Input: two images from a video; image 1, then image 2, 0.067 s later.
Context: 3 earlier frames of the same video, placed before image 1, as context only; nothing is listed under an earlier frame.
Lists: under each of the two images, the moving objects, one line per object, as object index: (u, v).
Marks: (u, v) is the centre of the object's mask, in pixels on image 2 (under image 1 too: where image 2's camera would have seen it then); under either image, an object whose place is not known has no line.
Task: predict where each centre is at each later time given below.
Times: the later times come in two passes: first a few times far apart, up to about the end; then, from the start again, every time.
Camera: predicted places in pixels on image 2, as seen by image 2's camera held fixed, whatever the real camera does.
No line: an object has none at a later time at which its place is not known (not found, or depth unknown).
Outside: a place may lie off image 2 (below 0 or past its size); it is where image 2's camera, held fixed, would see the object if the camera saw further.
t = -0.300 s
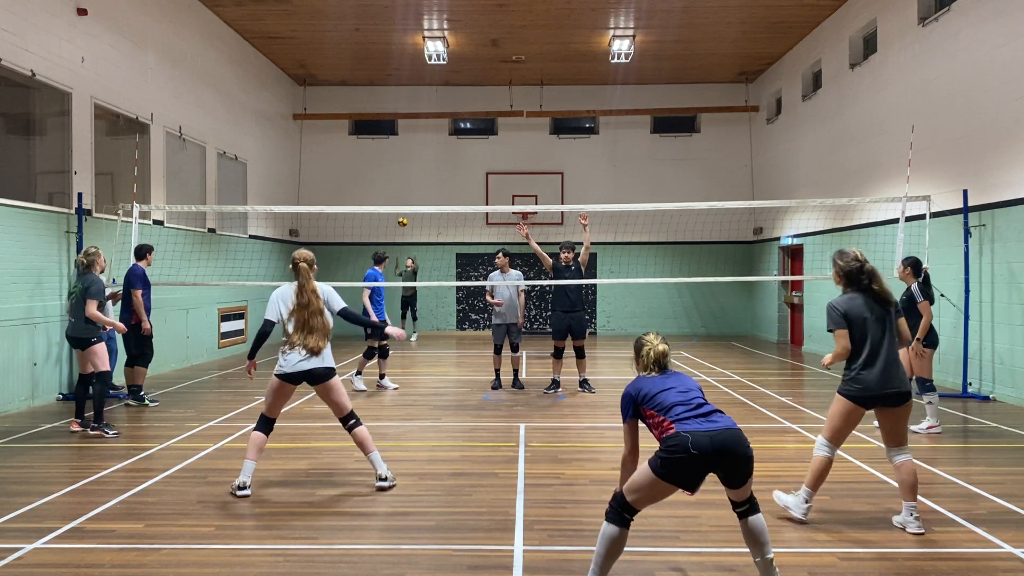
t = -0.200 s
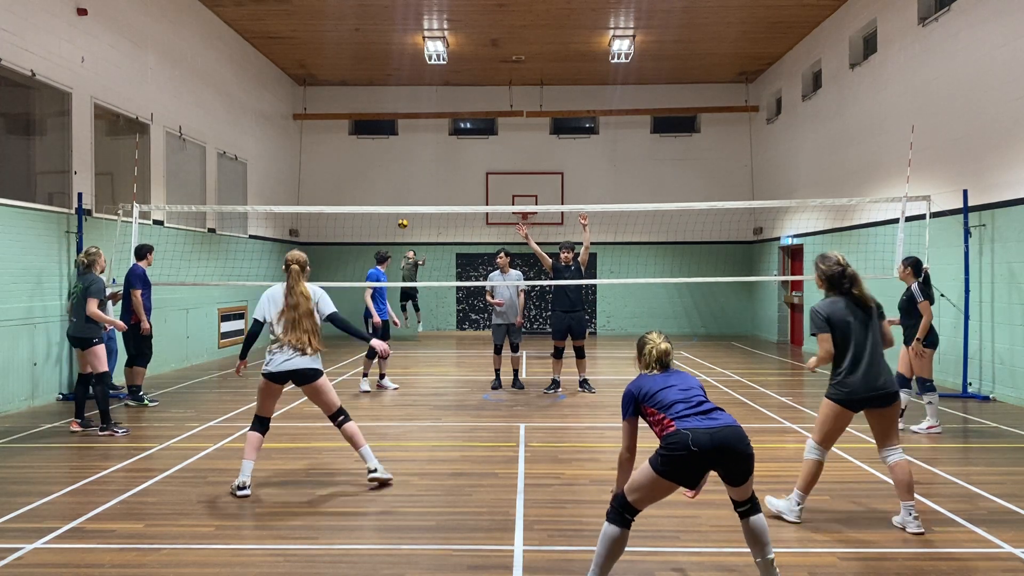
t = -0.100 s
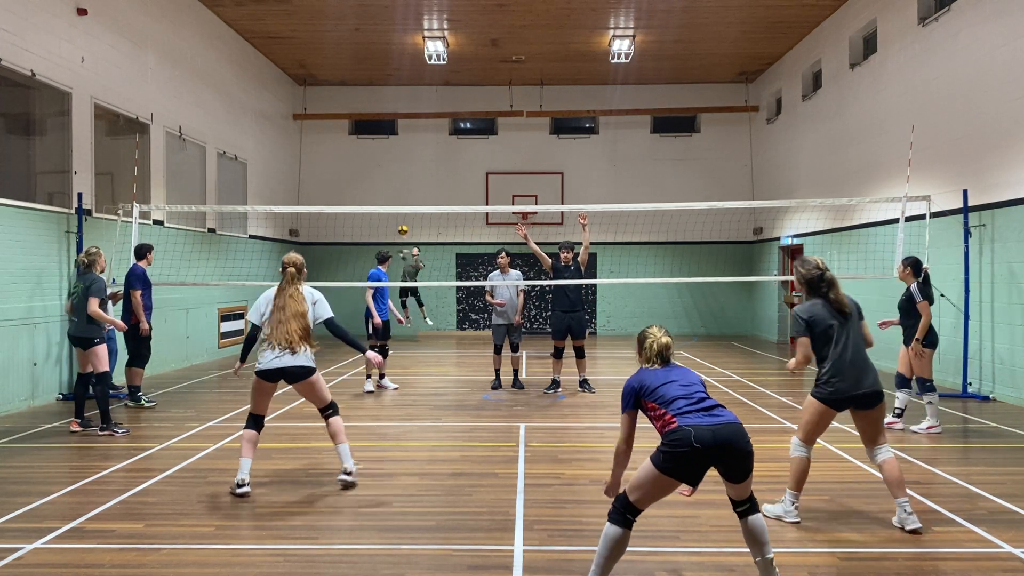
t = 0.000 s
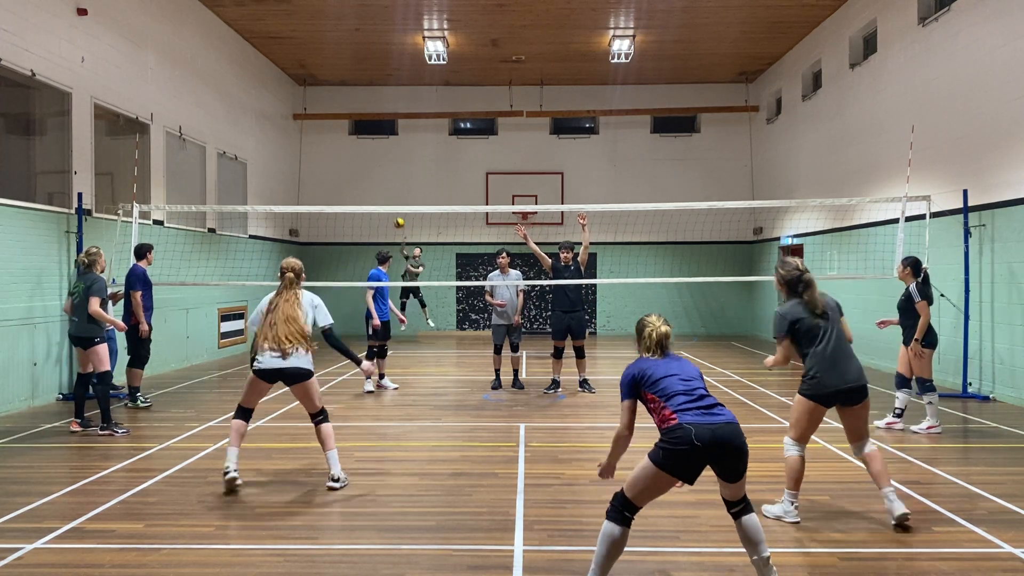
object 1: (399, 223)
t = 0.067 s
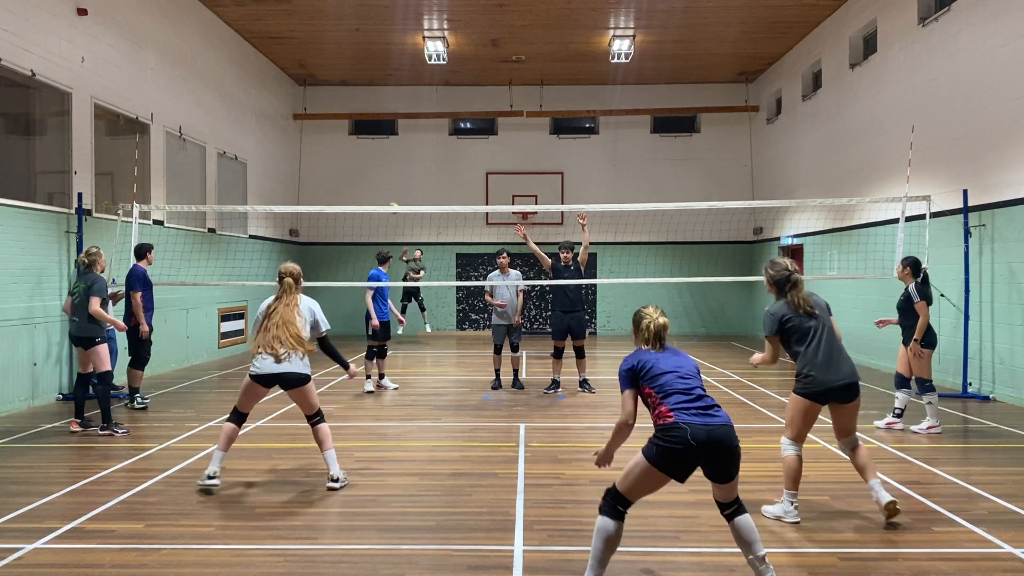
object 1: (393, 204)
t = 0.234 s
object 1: (378, 173)
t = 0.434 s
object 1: (356, 136)
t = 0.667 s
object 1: (313, 115)
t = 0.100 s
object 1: (390, 200)
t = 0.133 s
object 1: (387, 194)
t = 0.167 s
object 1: (384, 186)
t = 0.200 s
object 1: (381, 180)
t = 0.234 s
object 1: (378, 173)
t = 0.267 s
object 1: (375, 166)
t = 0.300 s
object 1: (371, 160)
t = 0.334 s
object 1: (368, 153)
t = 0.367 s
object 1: (364, 148)
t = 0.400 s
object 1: (360, 142)
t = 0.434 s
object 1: (356, 136)
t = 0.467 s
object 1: (352, 131)
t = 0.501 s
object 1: (347, 127)
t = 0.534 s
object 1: (341, 123)
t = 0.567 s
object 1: (336, 119)
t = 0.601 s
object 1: (329, 117)
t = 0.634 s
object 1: (321, 115)
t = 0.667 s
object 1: (313, 115)
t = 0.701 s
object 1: (304, 115)
